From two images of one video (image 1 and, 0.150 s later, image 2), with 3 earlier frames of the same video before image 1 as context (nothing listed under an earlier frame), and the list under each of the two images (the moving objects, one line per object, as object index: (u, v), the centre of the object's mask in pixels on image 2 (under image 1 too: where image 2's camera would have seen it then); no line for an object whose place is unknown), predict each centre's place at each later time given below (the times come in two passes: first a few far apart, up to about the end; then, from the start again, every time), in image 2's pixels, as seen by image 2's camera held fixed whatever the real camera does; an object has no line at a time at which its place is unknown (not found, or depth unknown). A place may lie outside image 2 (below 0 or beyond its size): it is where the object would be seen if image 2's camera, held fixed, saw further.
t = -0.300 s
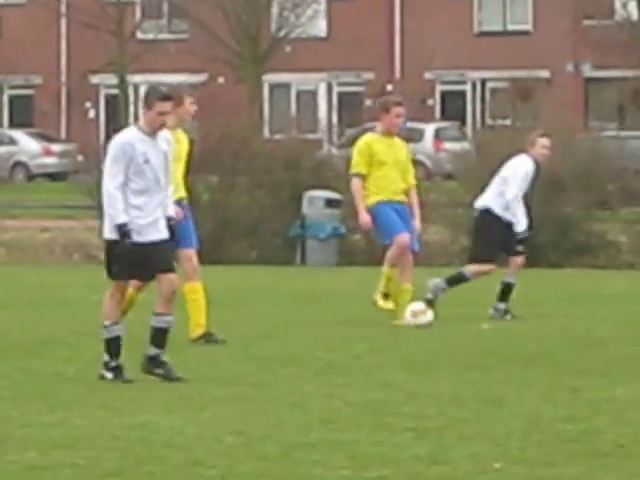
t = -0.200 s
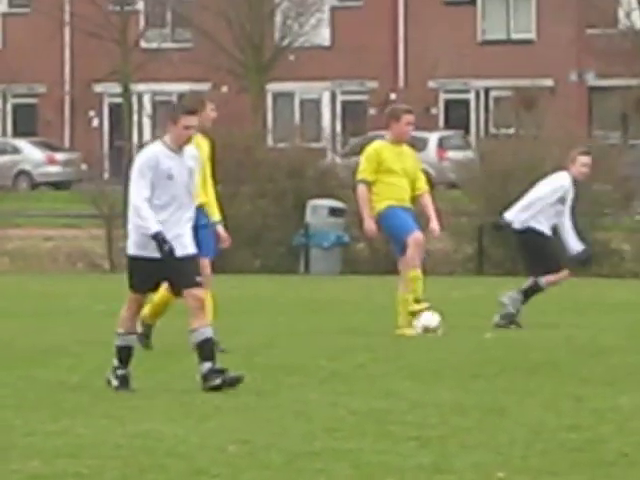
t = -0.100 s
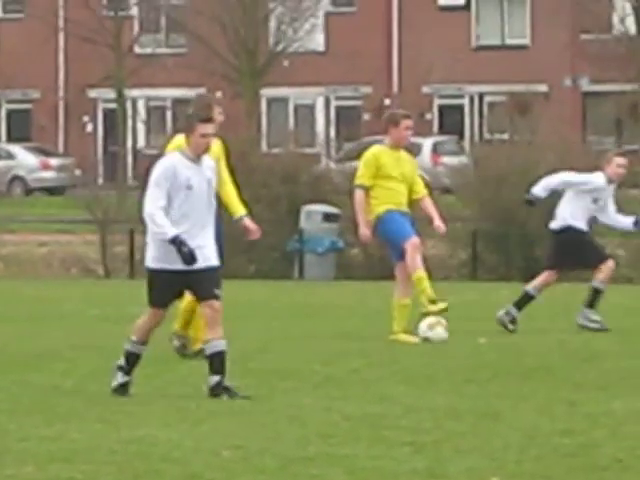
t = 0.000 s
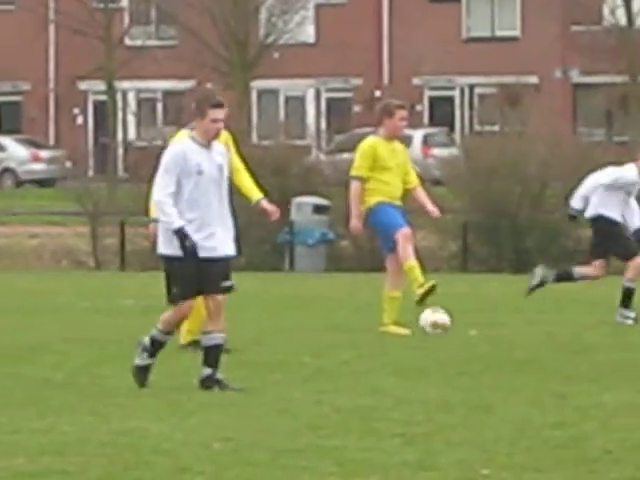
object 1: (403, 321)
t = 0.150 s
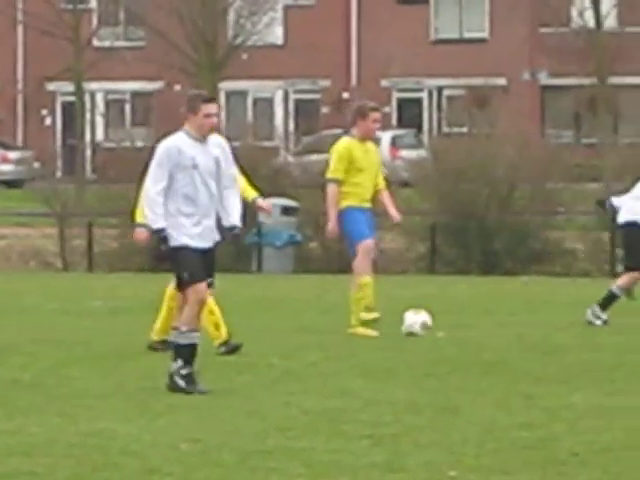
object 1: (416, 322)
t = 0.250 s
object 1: (426, 322)
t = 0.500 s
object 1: (443, 322)
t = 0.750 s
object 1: (454, 323)
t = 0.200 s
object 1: (421, 322)
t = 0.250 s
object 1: (426, 322)
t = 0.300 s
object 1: (429, 322)
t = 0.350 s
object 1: (432, 321)
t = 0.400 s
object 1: (436, 321)
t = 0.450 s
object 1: (440, 321)
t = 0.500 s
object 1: (443, 322)
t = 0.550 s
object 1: (446, 322)
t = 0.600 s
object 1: (449, 322)
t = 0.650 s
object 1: (450, 323)
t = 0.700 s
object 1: (452, 322)
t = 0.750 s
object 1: (454, 323)
